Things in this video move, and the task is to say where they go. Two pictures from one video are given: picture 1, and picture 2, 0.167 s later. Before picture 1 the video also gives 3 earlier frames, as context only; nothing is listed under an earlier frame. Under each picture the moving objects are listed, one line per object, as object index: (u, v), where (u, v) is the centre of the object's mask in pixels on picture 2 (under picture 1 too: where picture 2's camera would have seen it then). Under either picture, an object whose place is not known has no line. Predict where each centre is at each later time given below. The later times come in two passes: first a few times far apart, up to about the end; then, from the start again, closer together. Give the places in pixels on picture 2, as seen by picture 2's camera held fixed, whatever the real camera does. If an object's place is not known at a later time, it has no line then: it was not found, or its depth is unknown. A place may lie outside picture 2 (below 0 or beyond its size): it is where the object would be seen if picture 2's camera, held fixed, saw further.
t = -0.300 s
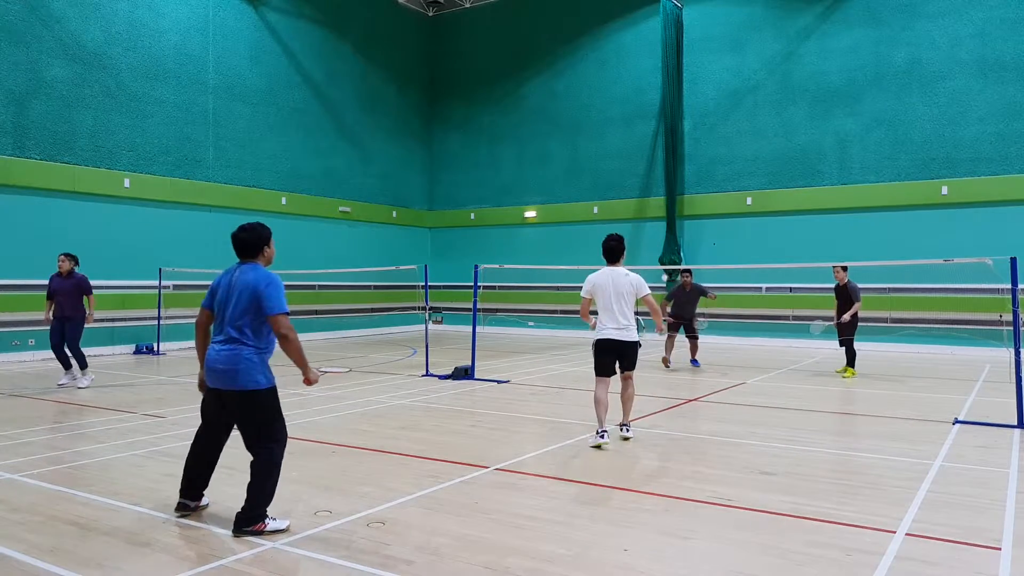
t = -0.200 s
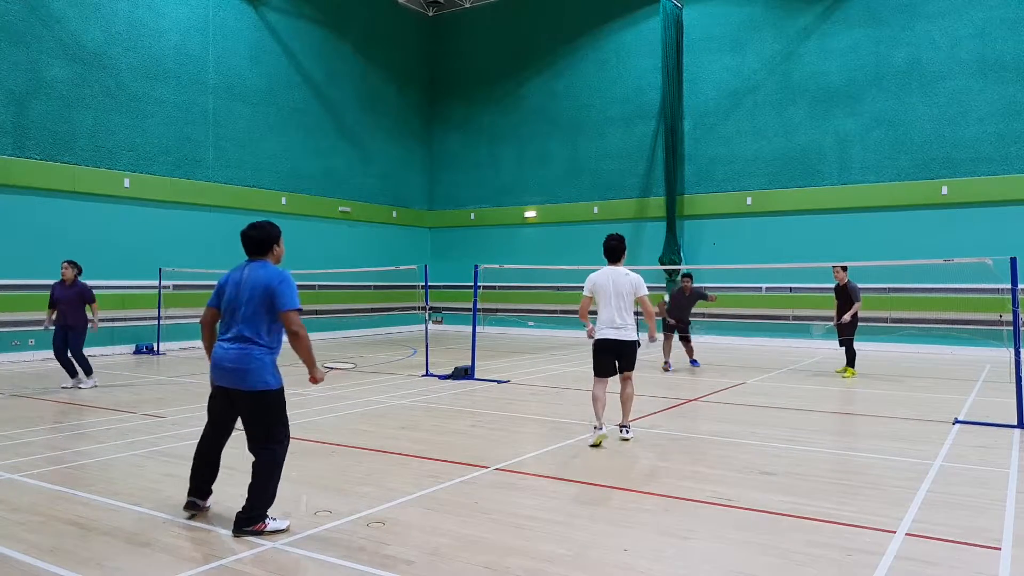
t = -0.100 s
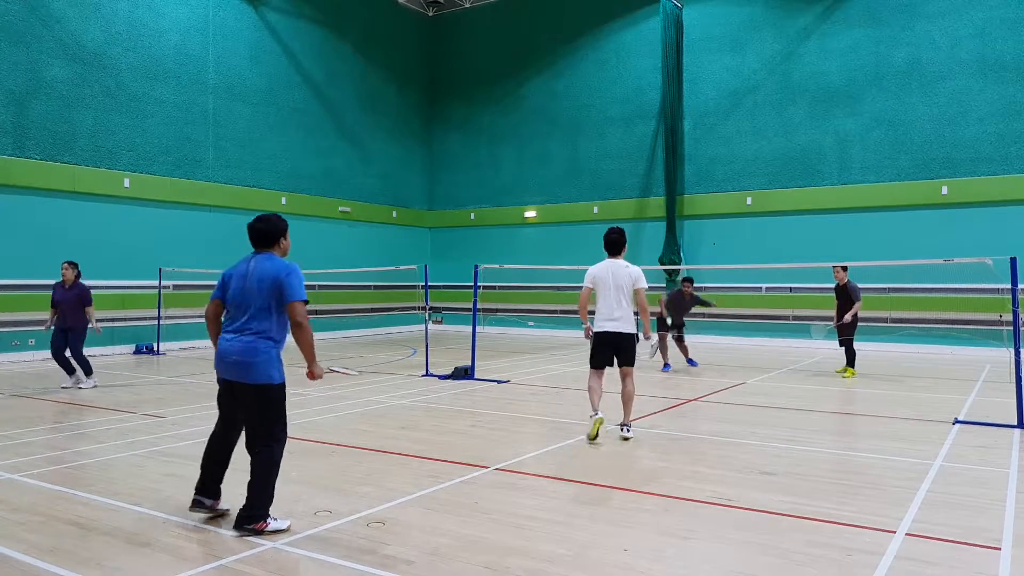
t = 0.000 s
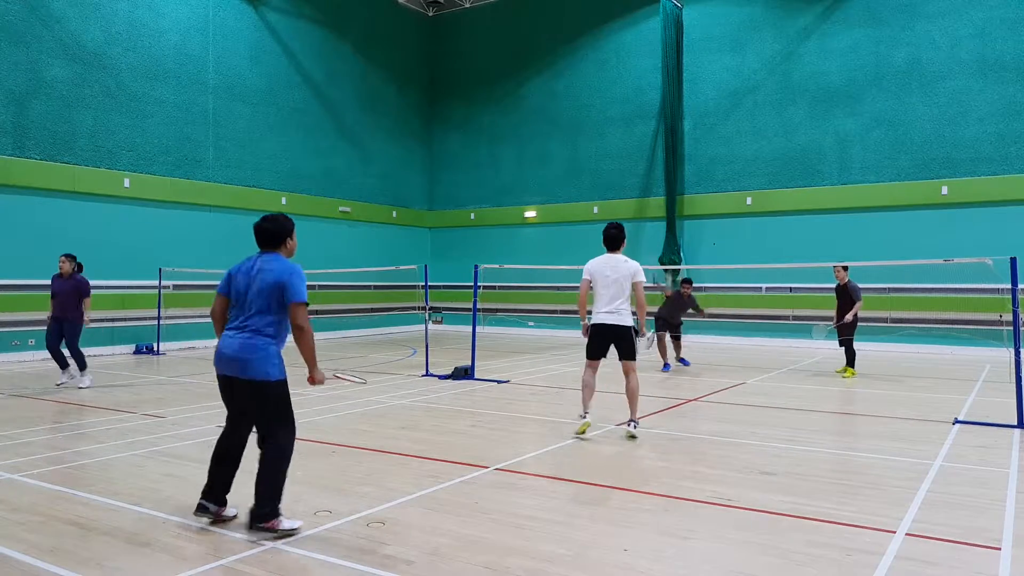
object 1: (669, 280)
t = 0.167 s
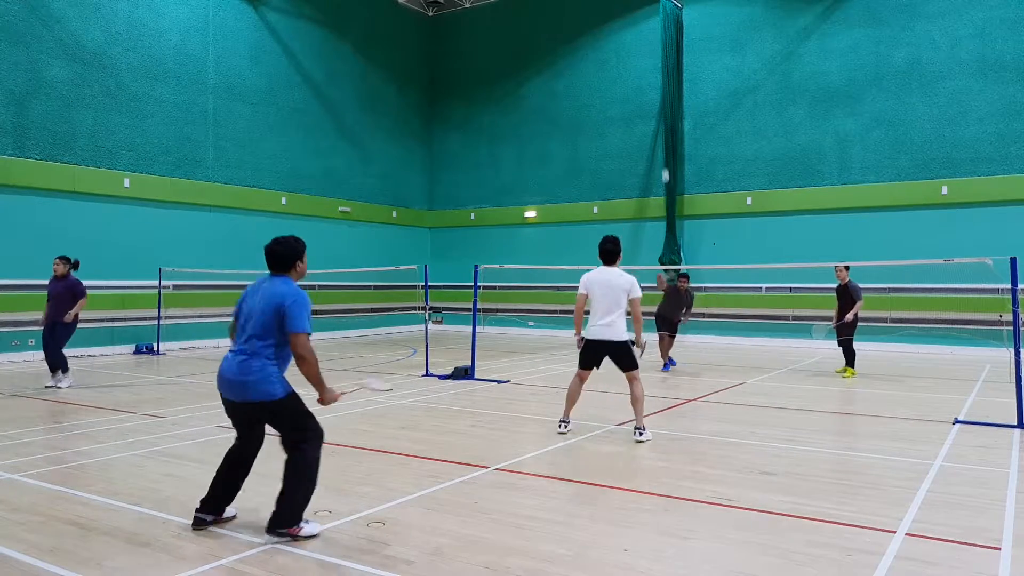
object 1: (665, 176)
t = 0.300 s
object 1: (662, 115)
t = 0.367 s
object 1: (660, 92)
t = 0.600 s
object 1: (652, 52)
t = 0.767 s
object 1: (644, 70)
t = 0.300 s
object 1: (662, 115)
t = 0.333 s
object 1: (661, 103)
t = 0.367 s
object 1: (660, 92)
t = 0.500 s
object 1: (656, 61)
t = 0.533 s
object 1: (655, 57)
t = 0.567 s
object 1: (653, 54)
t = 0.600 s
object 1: (652, 52)
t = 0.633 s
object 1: (652, 52)
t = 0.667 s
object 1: (650, 54)
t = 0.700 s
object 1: (648, 58)
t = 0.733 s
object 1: (646, 63)
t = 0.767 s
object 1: (644, 70)
